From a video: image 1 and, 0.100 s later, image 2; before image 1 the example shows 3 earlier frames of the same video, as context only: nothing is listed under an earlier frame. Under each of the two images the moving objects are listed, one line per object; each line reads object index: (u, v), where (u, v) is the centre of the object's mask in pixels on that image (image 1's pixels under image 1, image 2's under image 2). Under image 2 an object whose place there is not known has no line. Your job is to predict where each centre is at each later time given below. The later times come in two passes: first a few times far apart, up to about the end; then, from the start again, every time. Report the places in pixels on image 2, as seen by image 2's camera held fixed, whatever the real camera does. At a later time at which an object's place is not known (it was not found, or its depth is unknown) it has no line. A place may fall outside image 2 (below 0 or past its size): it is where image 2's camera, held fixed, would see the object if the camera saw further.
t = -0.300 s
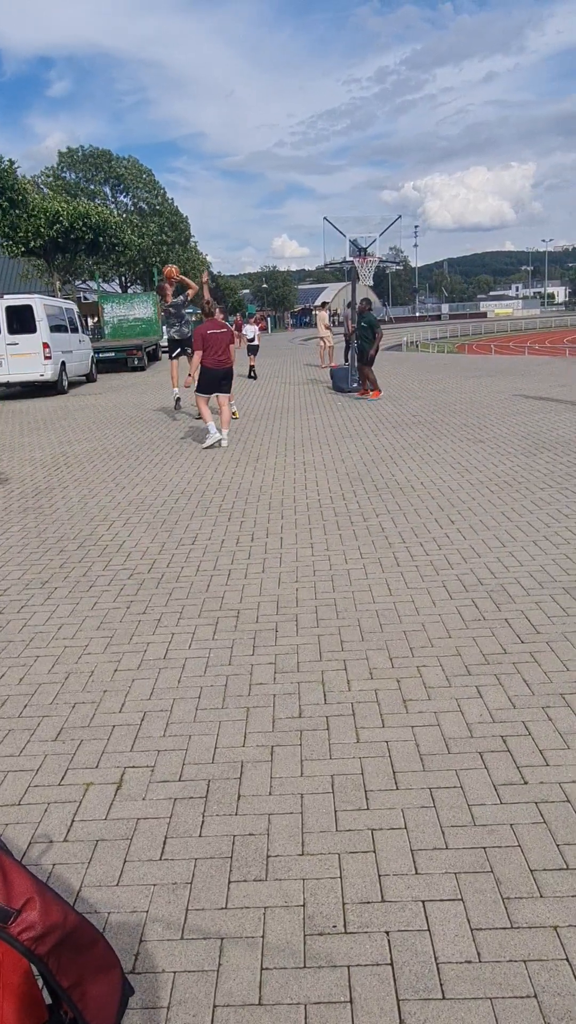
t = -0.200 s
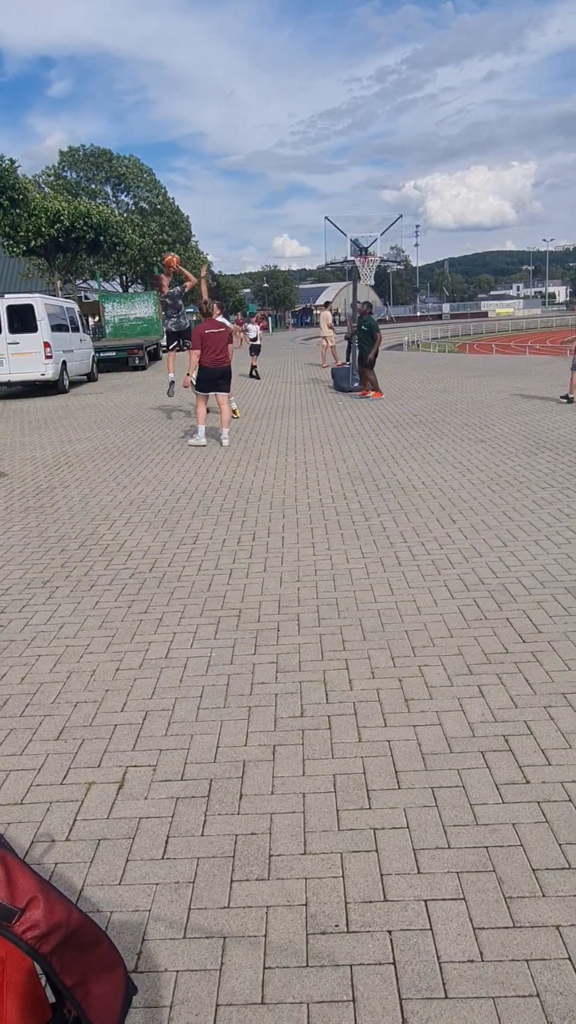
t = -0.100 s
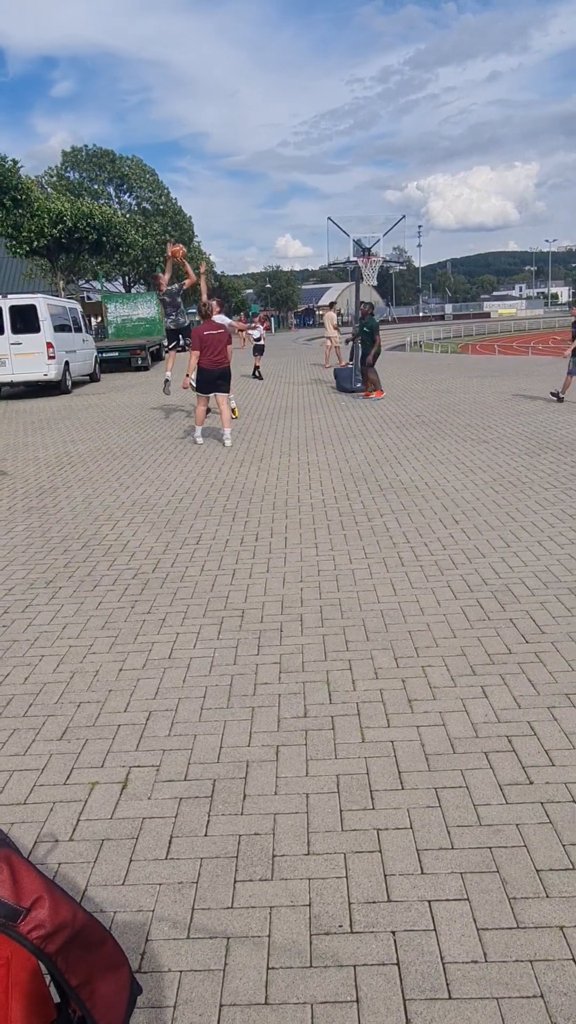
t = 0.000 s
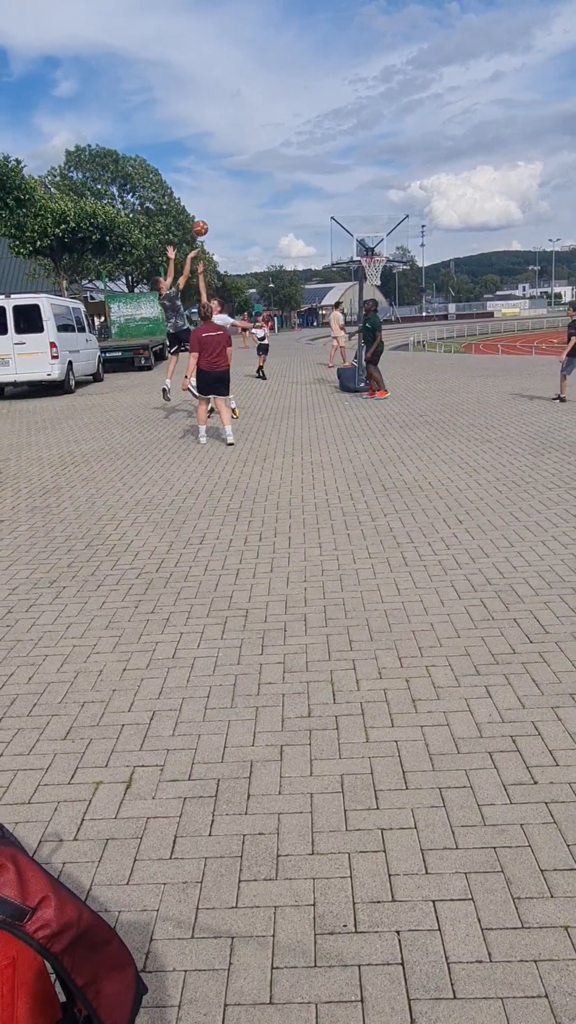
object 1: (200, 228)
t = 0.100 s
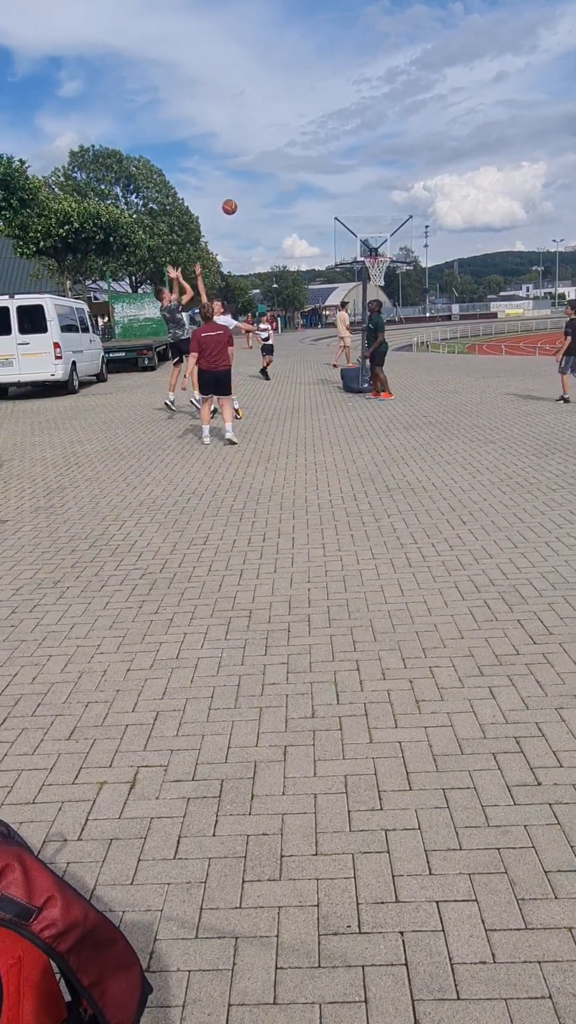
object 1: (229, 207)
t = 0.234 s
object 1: (262, 190)
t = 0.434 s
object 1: (309, 186)
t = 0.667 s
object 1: (359, 213)
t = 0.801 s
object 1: (385, 242)
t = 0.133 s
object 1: (238, 201)
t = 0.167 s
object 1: (246, 197)
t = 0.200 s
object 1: (254, 193)
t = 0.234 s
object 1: (262, 190)
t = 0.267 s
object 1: (270, 187)
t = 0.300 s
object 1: (278, 186)
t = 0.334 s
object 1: (286, 185)
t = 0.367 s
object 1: (294, 185)
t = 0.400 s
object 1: (301, 185)
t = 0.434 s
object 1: (309, 186)
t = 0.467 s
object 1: (316, 188)
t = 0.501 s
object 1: (323, 191)
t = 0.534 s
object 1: (331, 194)
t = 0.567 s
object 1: (338, 198)
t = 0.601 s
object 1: (345, 203)
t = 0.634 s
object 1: (352, 208)
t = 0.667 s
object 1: (359, 213)
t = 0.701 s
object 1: (366, 220)
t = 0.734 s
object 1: (373, 227)
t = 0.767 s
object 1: (379, 234)
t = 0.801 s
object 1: (385, 242)
